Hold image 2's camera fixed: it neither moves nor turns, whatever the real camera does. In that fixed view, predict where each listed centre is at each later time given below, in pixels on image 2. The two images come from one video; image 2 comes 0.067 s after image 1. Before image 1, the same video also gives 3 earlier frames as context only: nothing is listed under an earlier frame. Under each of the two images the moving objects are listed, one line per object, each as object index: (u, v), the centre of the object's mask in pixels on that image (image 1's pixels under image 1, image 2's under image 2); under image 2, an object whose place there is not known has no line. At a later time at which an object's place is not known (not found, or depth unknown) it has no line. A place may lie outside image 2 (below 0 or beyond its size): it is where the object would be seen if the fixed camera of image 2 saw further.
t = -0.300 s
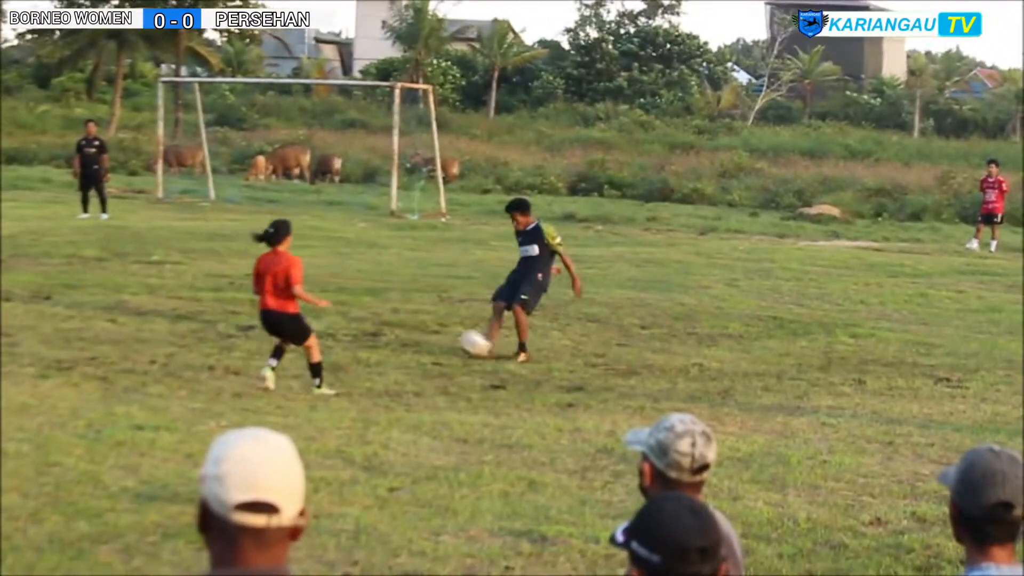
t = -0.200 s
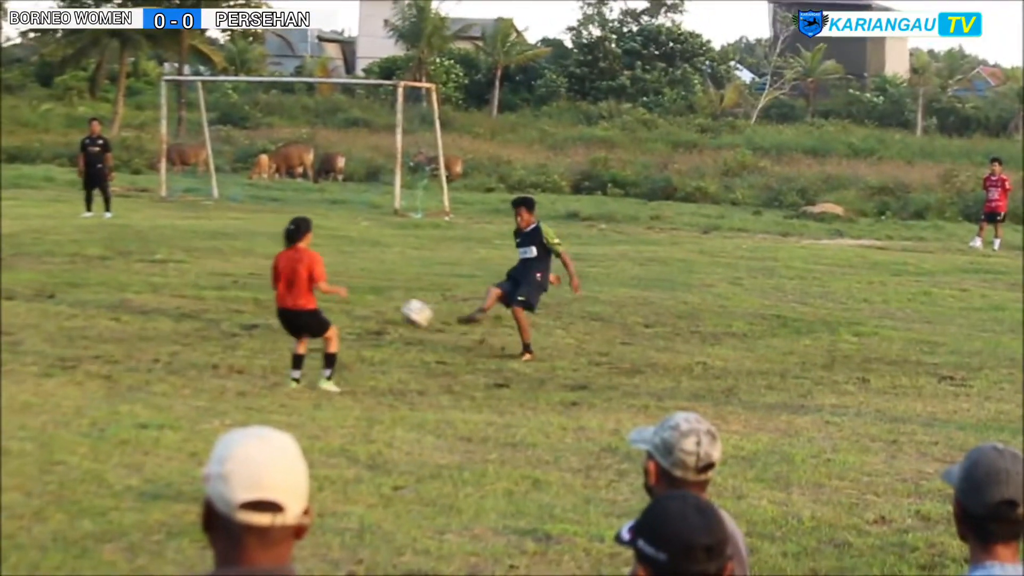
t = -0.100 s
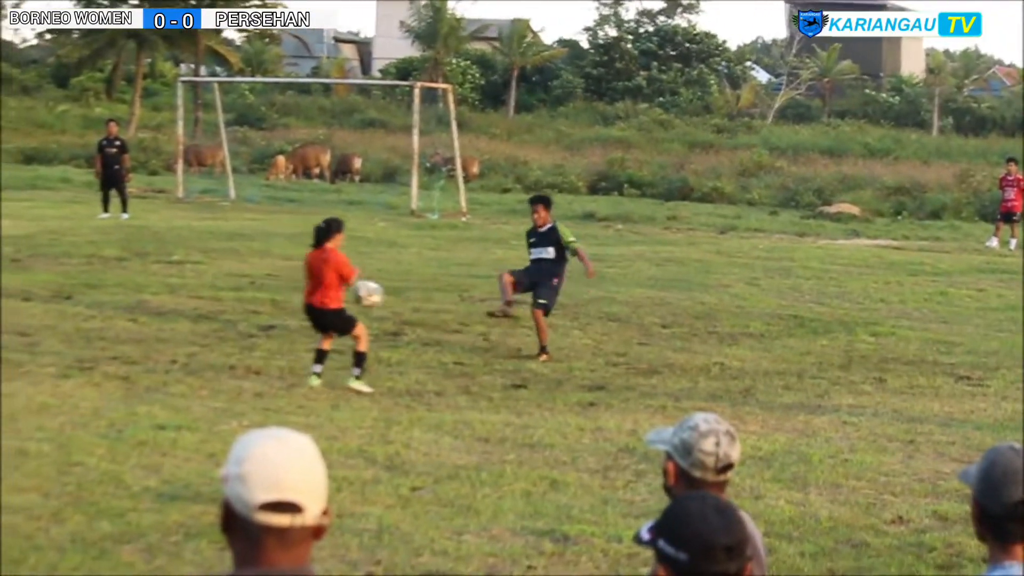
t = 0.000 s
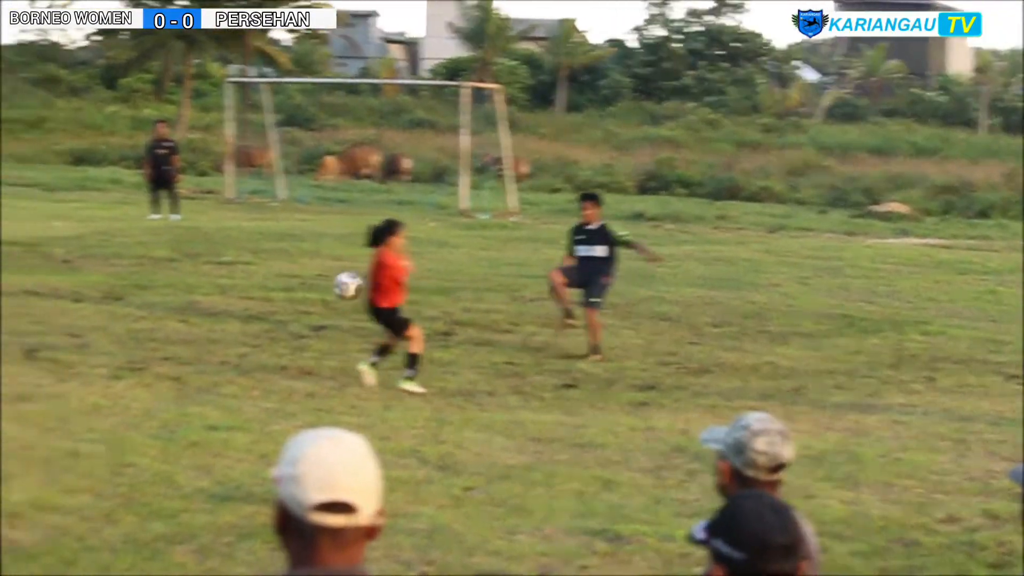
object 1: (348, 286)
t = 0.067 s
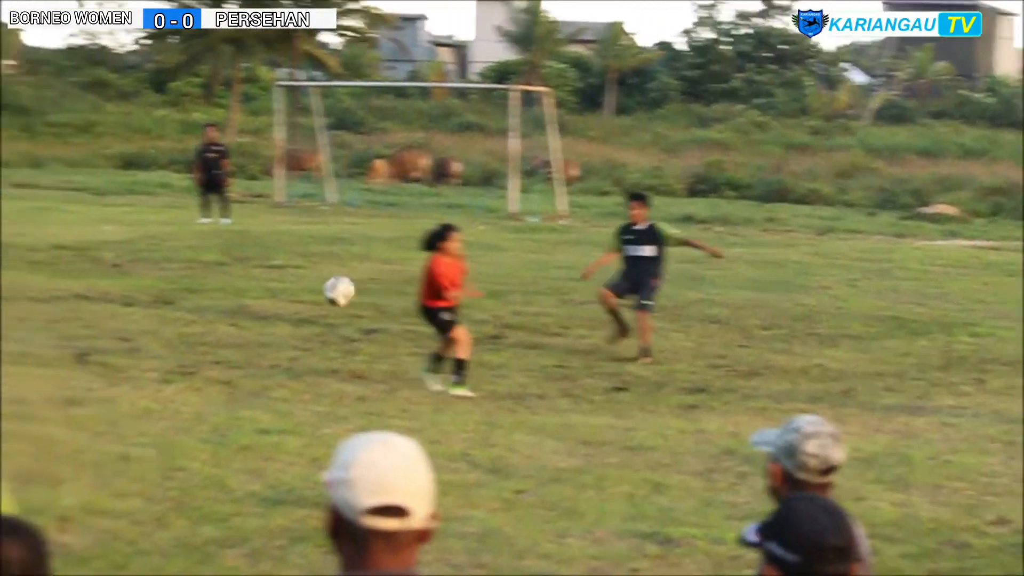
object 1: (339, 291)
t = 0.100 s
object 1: (324, 293)
